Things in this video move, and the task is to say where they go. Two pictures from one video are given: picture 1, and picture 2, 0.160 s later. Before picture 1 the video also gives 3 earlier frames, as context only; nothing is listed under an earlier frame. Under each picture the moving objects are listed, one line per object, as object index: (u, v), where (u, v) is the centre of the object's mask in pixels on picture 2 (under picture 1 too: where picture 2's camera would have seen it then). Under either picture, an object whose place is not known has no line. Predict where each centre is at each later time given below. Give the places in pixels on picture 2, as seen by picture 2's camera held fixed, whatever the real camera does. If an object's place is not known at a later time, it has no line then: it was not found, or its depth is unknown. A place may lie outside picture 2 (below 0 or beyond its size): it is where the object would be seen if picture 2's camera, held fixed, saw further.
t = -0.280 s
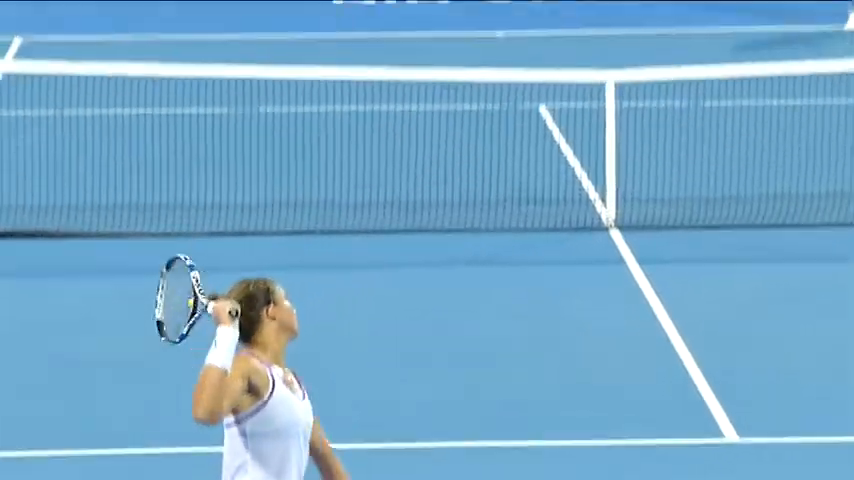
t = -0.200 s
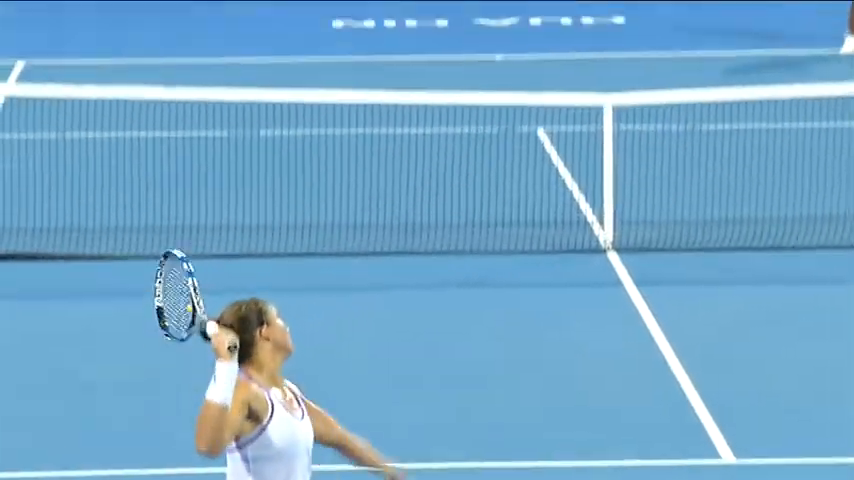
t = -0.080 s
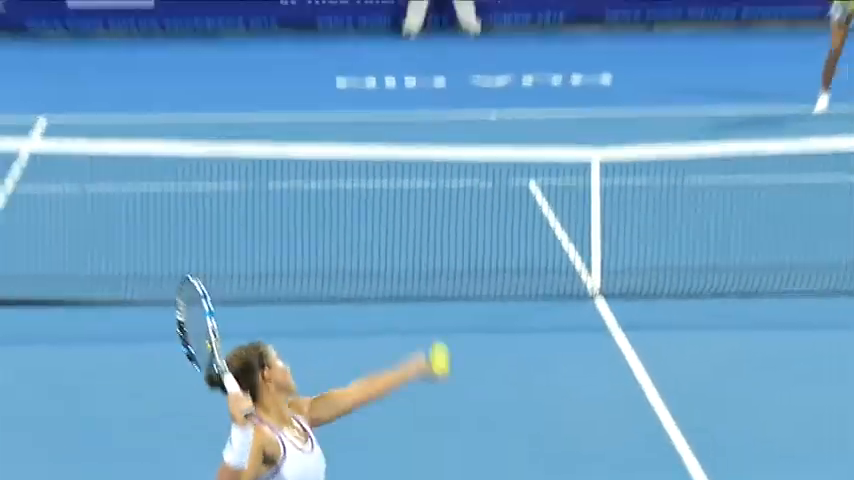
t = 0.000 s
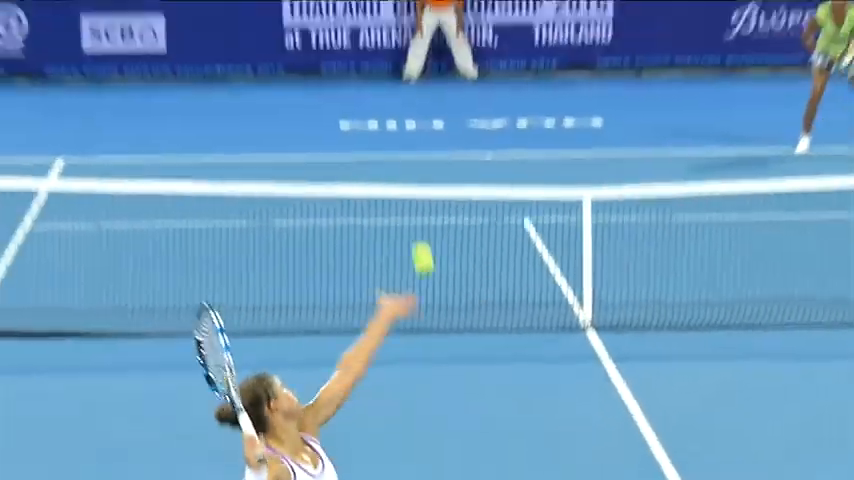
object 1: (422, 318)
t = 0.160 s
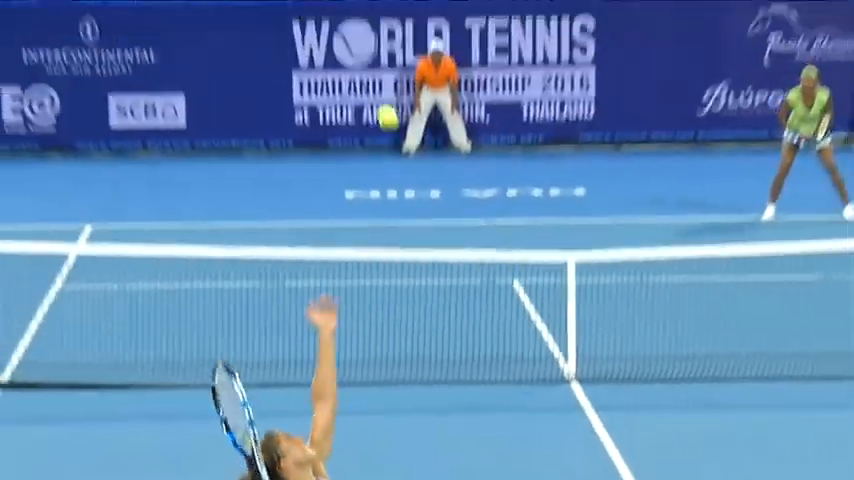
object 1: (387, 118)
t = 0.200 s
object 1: (379, 75)
